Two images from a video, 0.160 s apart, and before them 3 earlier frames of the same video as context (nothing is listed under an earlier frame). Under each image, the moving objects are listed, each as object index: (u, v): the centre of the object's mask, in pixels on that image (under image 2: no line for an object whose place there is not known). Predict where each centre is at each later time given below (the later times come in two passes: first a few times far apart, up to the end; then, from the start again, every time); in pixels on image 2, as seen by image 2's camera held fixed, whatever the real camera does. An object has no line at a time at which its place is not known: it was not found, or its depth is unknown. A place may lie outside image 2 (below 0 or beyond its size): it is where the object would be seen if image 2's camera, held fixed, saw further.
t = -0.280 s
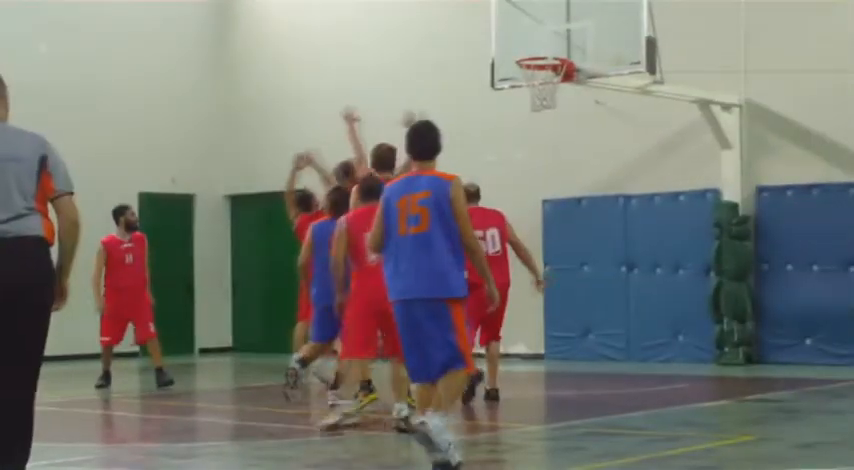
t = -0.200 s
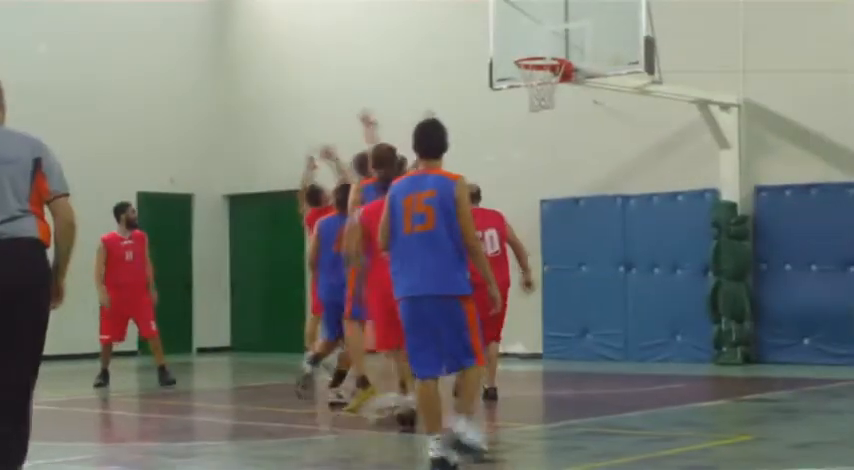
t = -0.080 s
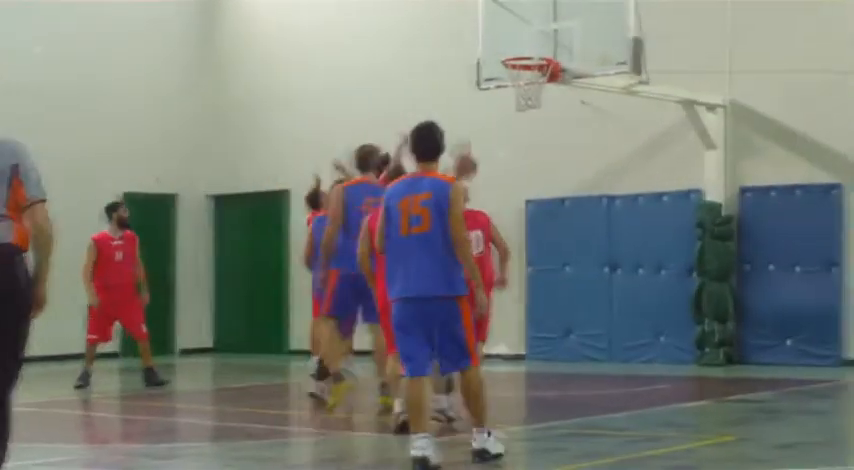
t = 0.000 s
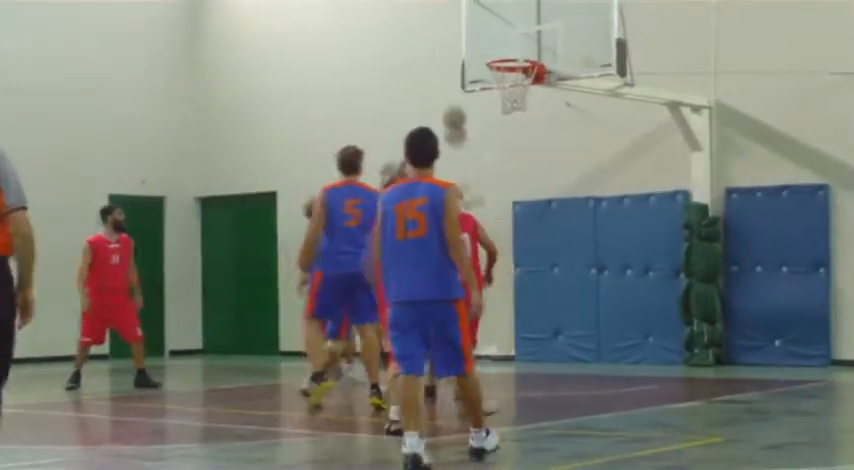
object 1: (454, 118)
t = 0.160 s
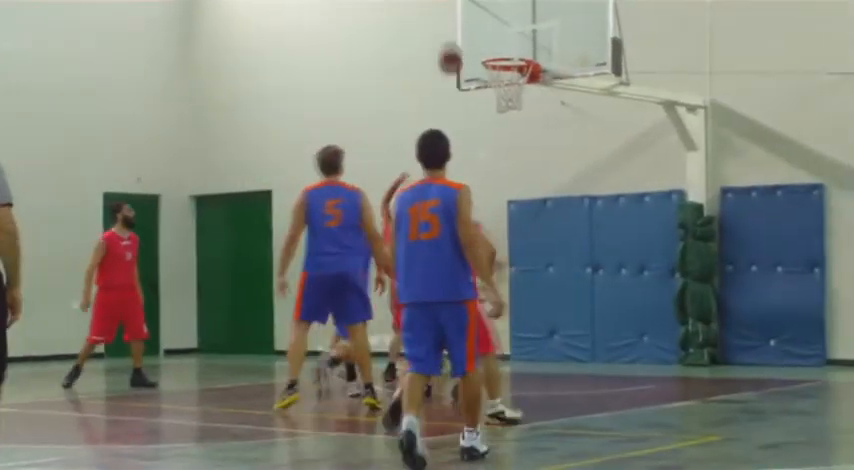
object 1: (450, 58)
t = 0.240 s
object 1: (450, 35)
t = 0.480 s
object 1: (452, 6)
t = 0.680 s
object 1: (455, 16)
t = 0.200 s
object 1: (450, 47)
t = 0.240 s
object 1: (450, 35)
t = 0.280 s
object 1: (451, 26)
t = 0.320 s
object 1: (451, 18)
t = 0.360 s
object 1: (451, 12)
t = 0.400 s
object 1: (451, 9)
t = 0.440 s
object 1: (452, 7)
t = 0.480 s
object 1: (452, 6)
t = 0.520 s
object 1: (453, 6)
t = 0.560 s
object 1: (453, 6)
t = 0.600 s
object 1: (454, 8)
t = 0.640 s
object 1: (455, 10)
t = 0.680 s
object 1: (455, 16)
